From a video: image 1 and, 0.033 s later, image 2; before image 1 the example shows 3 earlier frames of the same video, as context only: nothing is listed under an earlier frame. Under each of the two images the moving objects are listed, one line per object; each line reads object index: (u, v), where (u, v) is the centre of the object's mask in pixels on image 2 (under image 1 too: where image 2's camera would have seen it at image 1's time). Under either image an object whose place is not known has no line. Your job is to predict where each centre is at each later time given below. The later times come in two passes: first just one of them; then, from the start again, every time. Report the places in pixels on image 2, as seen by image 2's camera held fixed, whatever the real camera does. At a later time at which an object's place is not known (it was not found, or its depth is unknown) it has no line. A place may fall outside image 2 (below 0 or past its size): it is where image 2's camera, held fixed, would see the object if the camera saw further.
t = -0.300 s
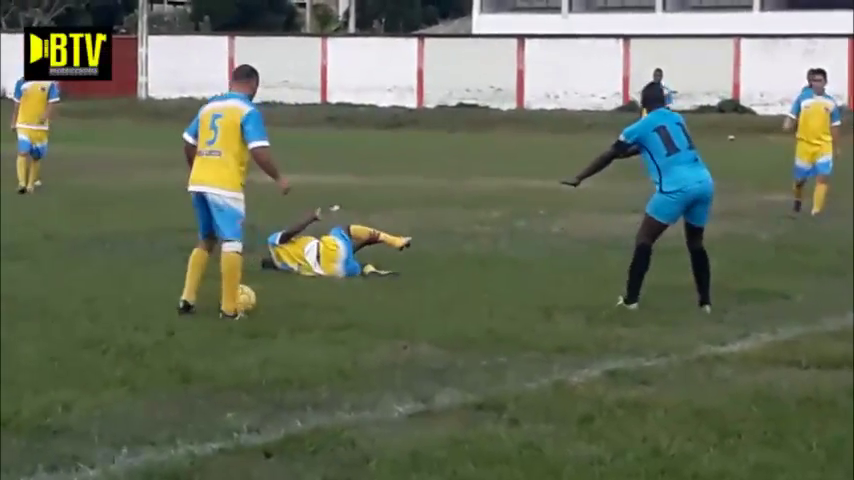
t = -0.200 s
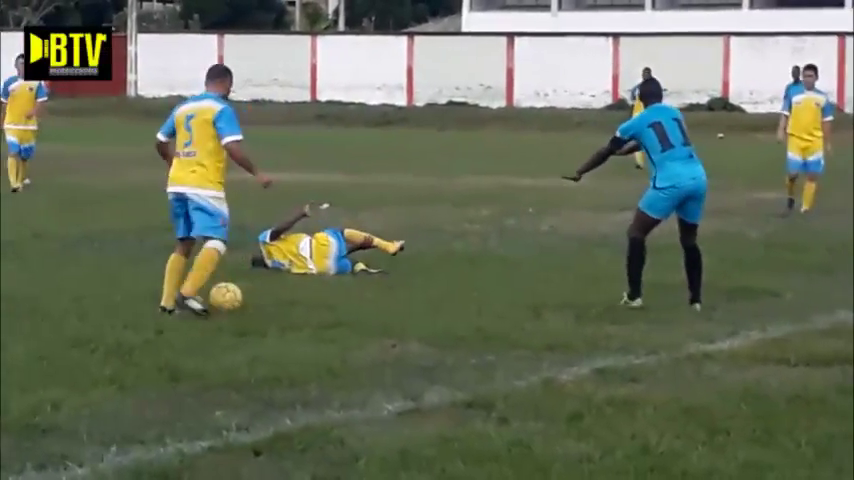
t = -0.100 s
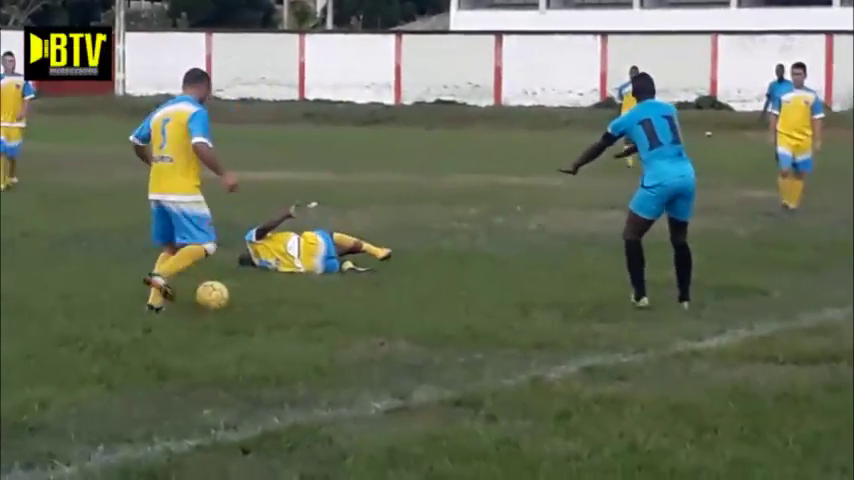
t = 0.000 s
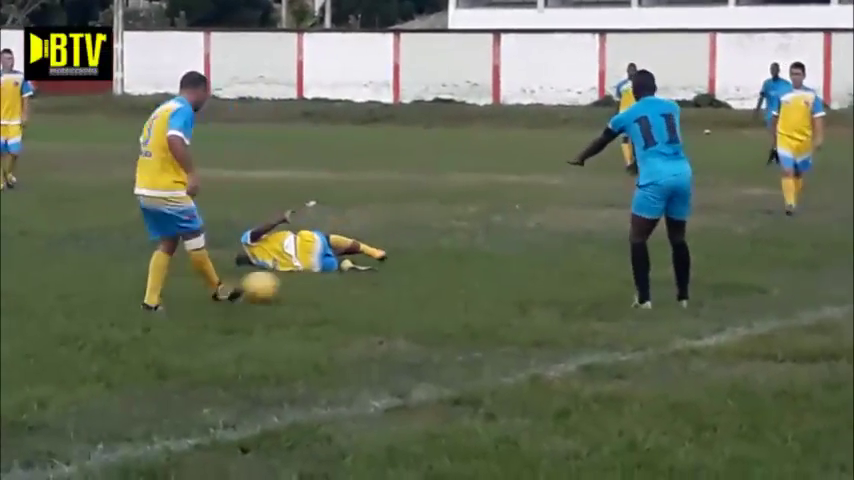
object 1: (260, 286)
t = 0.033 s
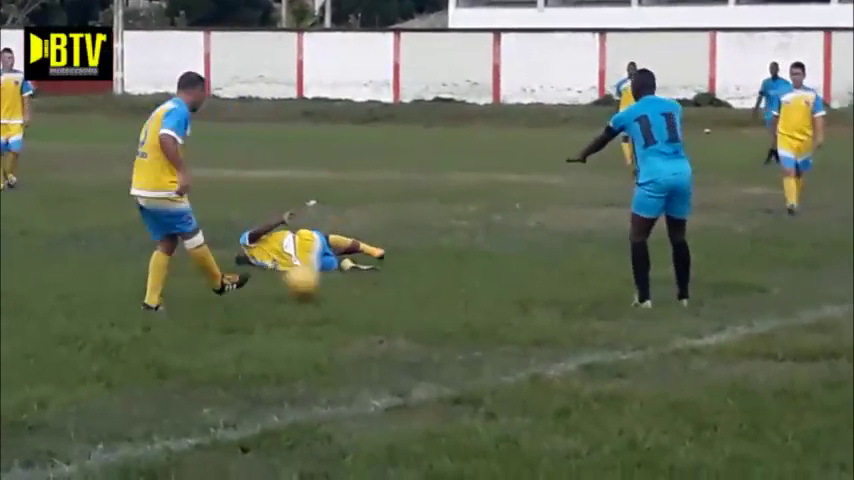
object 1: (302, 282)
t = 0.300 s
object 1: (569, 261)
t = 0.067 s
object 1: (341, 275)
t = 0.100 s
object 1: (380, 272)
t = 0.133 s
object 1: (416, 271)
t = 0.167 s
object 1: (452, 272)
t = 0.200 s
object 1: (486, 273)
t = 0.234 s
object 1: (518, 272)
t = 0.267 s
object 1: (544, 267)
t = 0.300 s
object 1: (569, 261)
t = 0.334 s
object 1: (593, 257)
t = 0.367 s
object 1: (616, 253)
